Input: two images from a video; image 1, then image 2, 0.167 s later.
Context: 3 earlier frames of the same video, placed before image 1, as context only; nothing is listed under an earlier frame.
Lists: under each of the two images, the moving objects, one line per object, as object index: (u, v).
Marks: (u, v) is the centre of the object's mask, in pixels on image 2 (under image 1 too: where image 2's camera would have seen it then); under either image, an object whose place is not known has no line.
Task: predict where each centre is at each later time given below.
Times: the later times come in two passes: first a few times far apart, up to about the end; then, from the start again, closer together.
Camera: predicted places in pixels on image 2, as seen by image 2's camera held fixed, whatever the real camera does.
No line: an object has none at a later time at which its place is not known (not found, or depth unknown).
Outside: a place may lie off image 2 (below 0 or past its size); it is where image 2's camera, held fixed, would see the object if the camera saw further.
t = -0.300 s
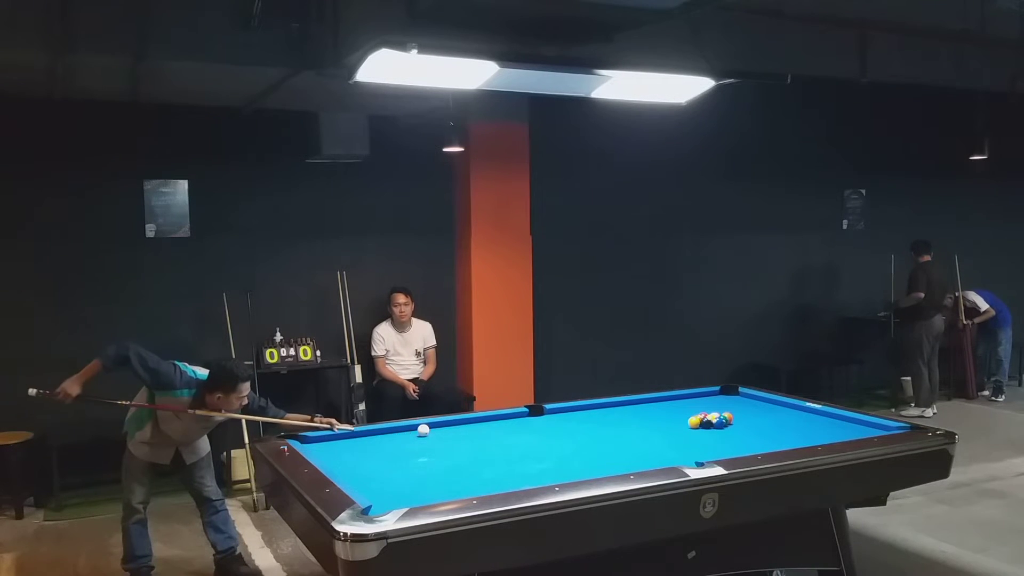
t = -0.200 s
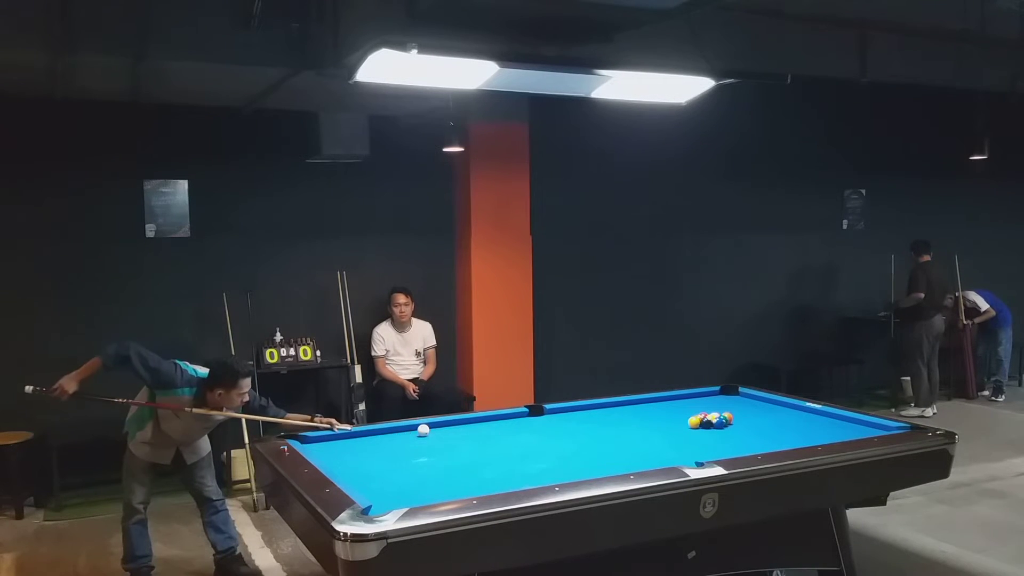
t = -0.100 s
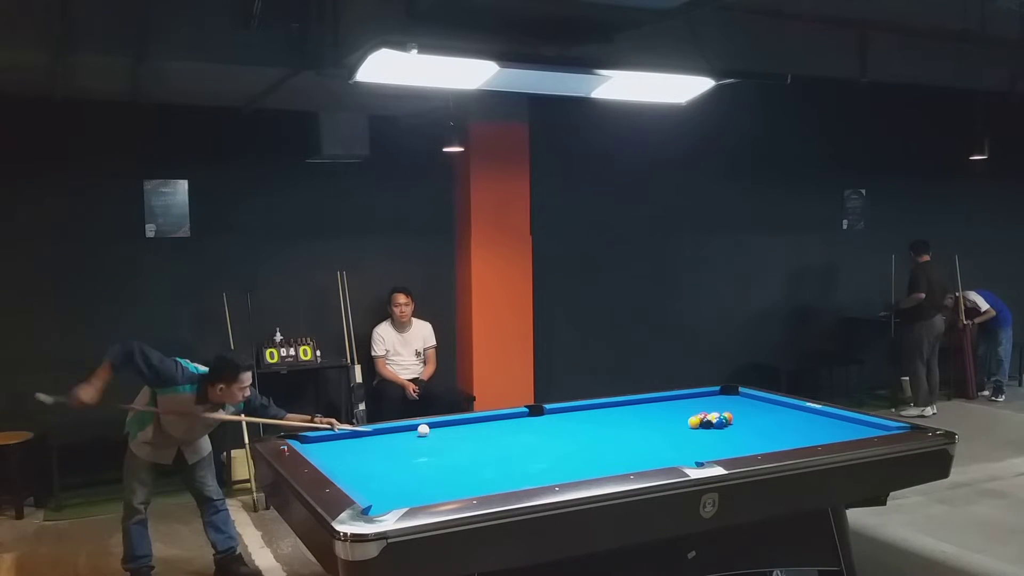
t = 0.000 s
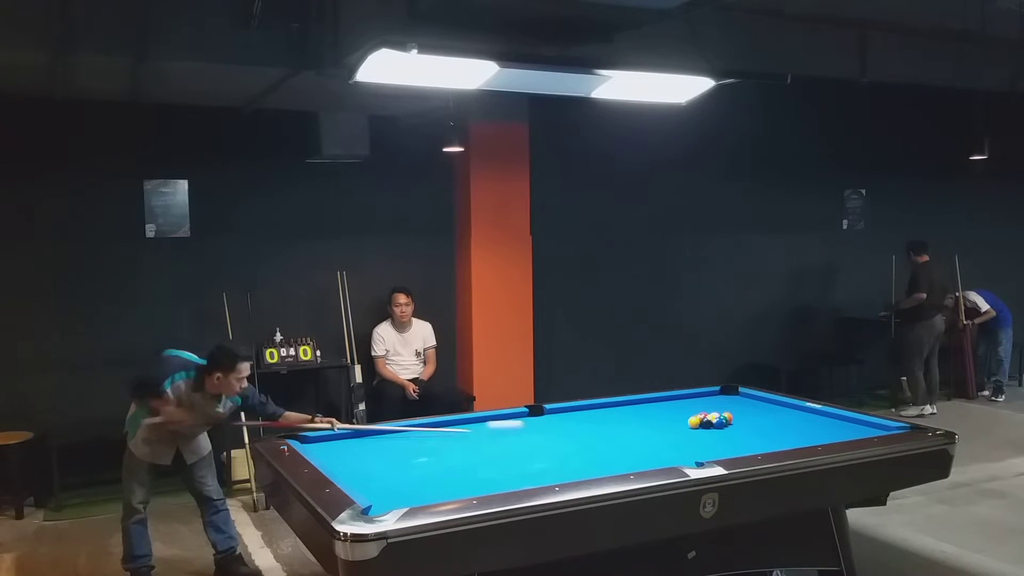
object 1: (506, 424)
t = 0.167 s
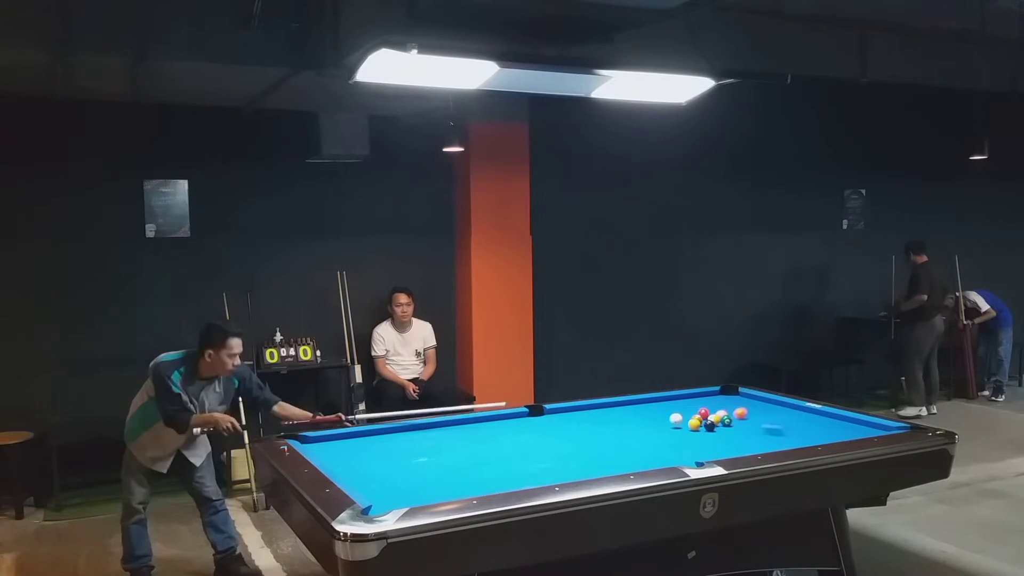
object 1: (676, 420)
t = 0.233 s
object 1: (668, 422)
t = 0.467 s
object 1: (654, 421)
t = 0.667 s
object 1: (644, 421)
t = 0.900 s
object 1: (633, 420)
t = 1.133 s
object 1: (623, 420)
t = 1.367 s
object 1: (615, 419)
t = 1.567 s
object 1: (607, 419)
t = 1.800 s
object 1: (600, 419)
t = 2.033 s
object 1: (594, 419)
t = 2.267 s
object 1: (589, 419)
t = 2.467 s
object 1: (586, 419)
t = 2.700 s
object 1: (582, 419)
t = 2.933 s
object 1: (580, 419)
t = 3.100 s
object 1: (579, 419)
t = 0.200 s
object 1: (672, 421)
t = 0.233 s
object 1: (668, 422)
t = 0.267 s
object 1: (666, 422)
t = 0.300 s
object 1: (663, 422)
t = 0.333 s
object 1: (661, 422)
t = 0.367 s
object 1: (659, 422)
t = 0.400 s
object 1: (657, 422)
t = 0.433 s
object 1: (656, 421)
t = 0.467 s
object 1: (654, 421)
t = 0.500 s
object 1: (652, 421)
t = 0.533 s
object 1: (650, 421)
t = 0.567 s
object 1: (649, 421)
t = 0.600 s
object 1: (647, 421)
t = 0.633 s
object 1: (645, 421)
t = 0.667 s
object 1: (644, 421)
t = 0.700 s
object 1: (642, 421)
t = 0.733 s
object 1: (641, 421)
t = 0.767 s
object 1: (639, 421)
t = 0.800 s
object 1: (638, 421)
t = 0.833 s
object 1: (636, 420)
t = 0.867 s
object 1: (635, 420)
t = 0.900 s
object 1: (633, 420)
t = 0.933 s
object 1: (632, 420)
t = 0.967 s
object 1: (630, 420)
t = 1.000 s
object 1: (629, 420)
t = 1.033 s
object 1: (627, 420)
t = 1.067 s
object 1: (626, 420)
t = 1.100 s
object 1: (625, 420)
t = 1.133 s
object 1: (623, 420)
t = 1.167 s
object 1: (622, 420)
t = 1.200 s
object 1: (621, 420)
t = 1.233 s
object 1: (620, 420)
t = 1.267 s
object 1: (618, 420)
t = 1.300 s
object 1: (617, 420)
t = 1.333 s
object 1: (616, 420)
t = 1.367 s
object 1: (615, 419)
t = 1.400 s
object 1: (613, 420)
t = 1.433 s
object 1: (612, 419)
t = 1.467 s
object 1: (610, 419)
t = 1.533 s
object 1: (608, 419)
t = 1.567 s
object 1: (607, 419)
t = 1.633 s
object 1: (605, 419)
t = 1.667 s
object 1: (604, 419)
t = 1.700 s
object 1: (603, 419)
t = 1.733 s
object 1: (602, 419)
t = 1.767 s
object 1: (601, 419)
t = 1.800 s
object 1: (600, 419)
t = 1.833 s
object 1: (599, 419)
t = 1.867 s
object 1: (598, 419)
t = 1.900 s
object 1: (597, 419)
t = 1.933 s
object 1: (596, 419)
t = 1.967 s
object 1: (596, 419)
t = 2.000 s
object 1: (595, 419)
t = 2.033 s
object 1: (594, 419)
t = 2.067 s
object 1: (593, 419)
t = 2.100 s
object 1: (593, 419)
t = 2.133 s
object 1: (592, 419)
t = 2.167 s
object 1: (591, 419)
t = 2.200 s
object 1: (591, 419)
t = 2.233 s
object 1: (590, 419)
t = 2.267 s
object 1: (589, 419)
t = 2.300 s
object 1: (588, 419)
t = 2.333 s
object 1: (588, 419)
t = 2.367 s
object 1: (587, 419)
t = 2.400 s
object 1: (587, 419)
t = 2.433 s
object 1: (586, 419)
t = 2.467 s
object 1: (586, 419)
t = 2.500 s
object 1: (585, 419)
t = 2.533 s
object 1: (585, 419)
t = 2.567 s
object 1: (584, 419)
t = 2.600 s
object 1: (584, 419)
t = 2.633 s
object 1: (583, 419)
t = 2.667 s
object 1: (583, 419)
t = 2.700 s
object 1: (582, 419)
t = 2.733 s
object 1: (582, 419)
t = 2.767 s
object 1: (582, 419)
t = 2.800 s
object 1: (581, 419)
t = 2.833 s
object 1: (581, 419)
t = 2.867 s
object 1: (581, 419)
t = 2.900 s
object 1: (580, 419)
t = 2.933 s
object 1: (580, 419)
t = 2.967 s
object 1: (580, 419)
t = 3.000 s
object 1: (580, 419)
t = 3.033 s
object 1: (580, 419)
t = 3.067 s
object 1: (579, 419)
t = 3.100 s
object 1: (579, 419)
